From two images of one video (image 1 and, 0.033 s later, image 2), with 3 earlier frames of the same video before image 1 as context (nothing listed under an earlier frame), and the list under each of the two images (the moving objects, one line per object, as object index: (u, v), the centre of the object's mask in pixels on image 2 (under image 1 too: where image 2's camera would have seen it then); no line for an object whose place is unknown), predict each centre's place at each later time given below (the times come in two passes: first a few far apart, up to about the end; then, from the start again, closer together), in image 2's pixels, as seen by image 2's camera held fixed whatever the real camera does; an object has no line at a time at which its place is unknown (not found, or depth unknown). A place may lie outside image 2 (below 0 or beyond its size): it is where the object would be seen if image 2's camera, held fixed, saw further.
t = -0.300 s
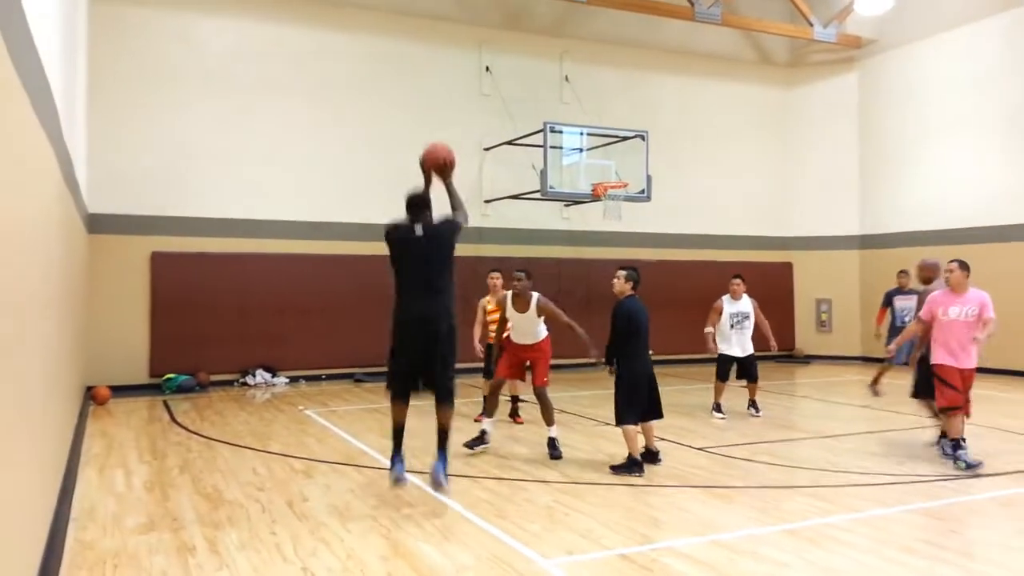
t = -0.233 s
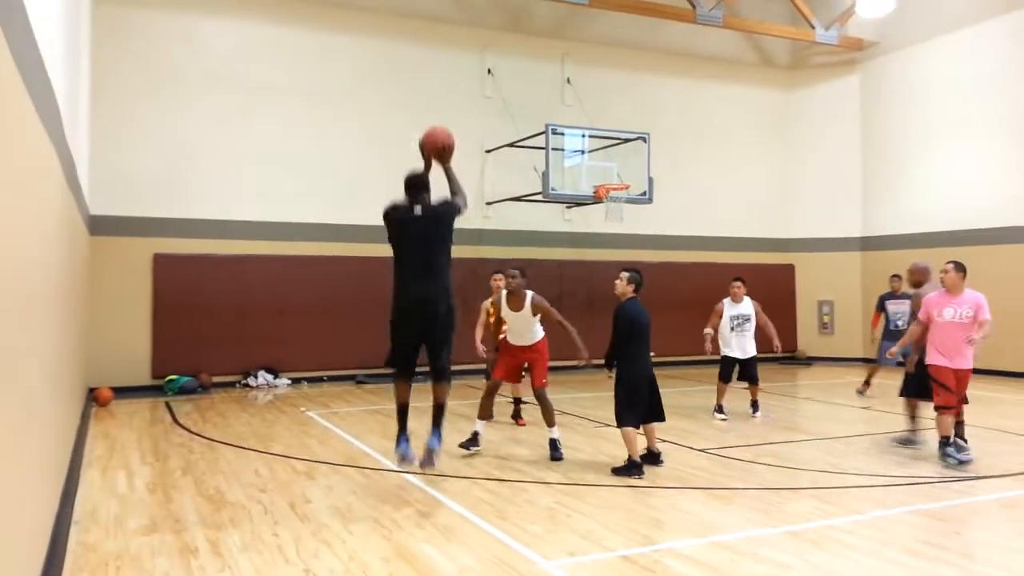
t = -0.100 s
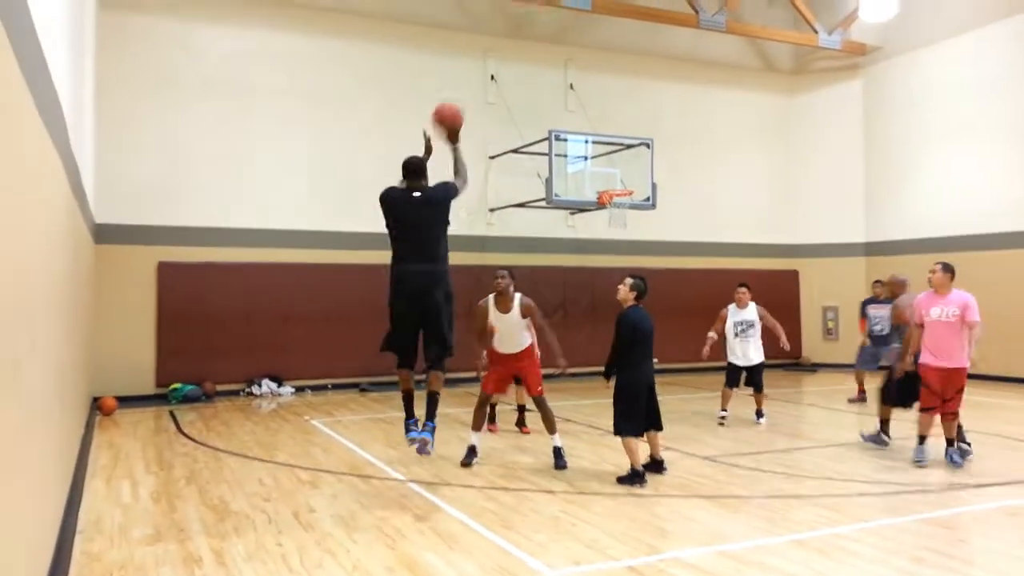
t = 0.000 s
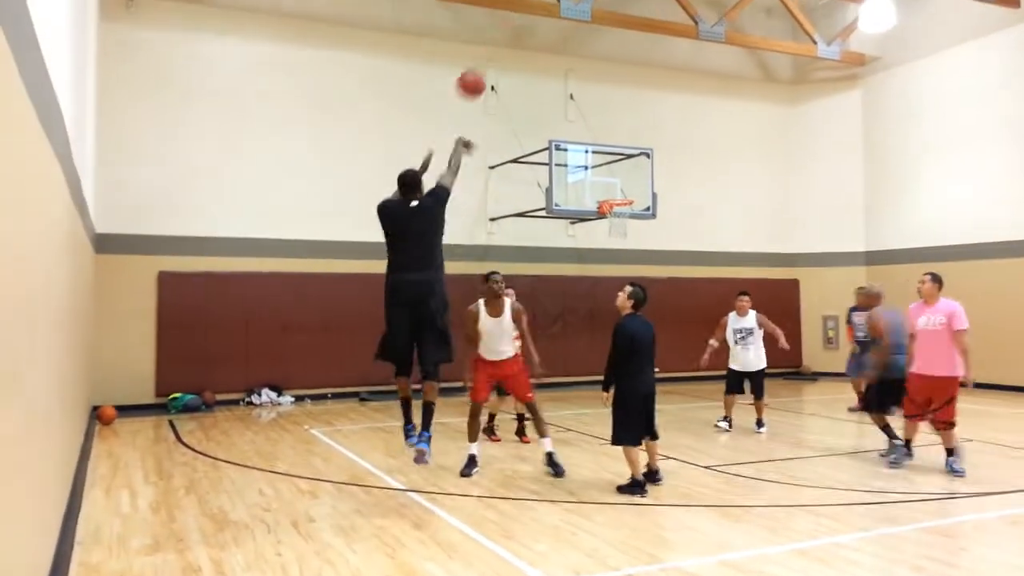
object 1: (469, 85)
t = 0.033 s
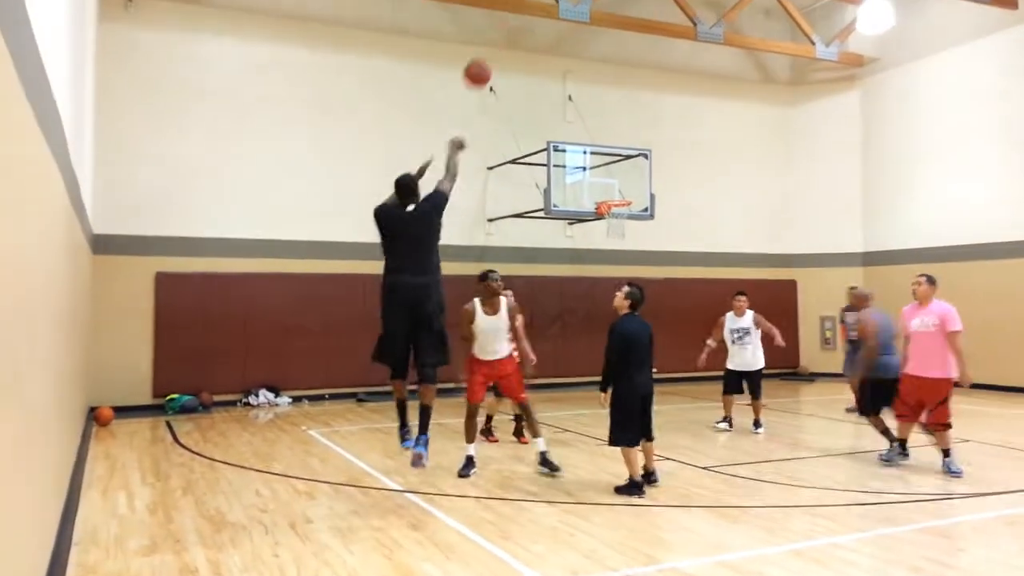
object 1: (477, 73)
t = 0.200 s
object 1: (508, 42)
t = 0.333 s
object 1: (527, 39)
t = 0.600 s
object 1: (559, 75)
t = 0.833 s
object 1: (579, 138)
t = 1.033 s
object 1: (590, 202)
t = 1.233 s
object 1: (584, 209)
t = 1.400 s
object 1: (578, 238)
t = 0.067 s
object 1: (482, 63)
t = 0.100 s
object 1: (488, 56)
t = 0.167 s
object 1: (503, 45)
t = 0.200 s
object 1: (508, 42)
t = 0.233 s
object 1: (513, 39)
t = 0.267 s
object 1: (518, 38)
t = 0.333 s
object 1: (527, 39)
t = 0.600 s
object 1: (559, 75)
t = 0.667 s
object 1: (565, 91)
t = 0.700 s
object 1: (568, 100)
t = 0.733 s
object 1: (571, 109)
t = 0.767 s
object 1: (574, 119)
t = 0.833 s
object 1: (579, 138)
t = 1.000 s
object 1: (592, 197)
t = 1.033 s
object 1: (590, 202)
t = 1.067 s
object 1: (589, 202)
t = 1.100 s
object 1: (589, 202)
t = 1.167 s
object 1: (587, 205)
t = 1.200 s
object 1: (586, 207)
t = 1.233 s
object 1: (584, 209)
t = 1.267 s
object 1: (582, 214)
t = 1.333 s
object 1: (580, 225)
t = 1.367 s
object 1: (579, 231)
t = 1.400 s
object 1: (578, 238)
